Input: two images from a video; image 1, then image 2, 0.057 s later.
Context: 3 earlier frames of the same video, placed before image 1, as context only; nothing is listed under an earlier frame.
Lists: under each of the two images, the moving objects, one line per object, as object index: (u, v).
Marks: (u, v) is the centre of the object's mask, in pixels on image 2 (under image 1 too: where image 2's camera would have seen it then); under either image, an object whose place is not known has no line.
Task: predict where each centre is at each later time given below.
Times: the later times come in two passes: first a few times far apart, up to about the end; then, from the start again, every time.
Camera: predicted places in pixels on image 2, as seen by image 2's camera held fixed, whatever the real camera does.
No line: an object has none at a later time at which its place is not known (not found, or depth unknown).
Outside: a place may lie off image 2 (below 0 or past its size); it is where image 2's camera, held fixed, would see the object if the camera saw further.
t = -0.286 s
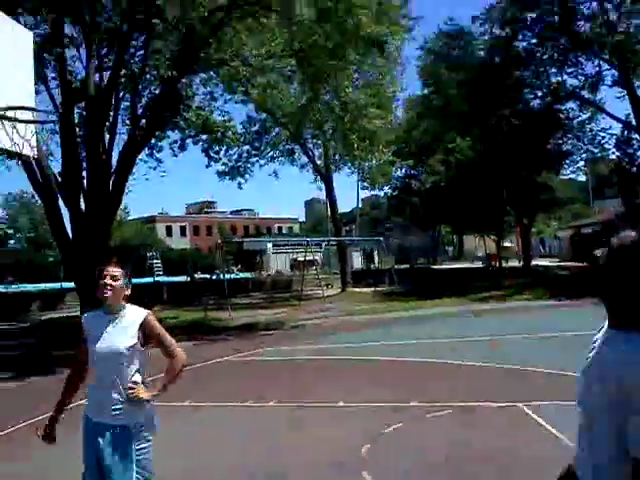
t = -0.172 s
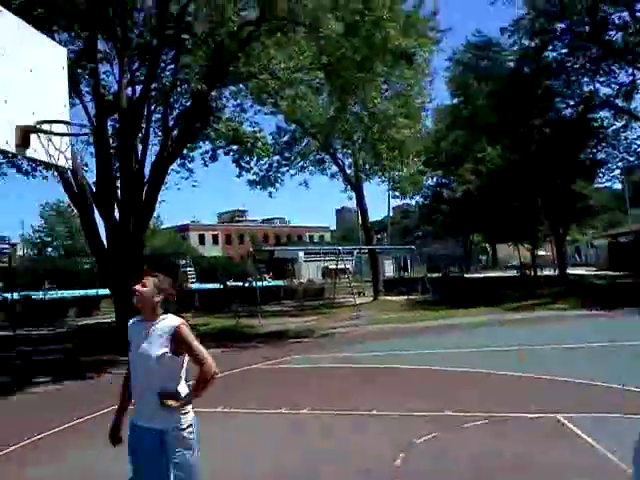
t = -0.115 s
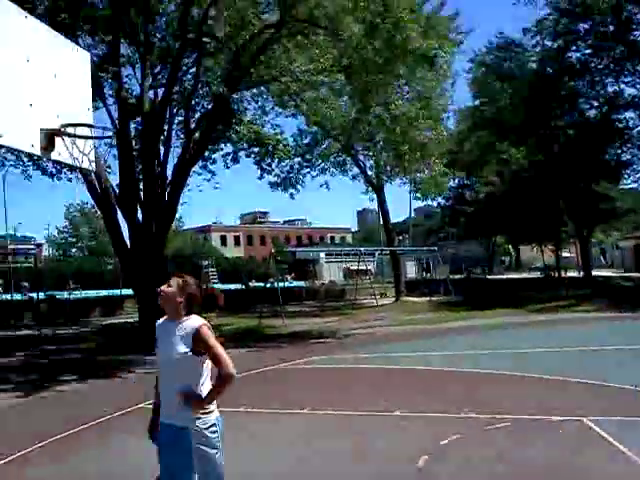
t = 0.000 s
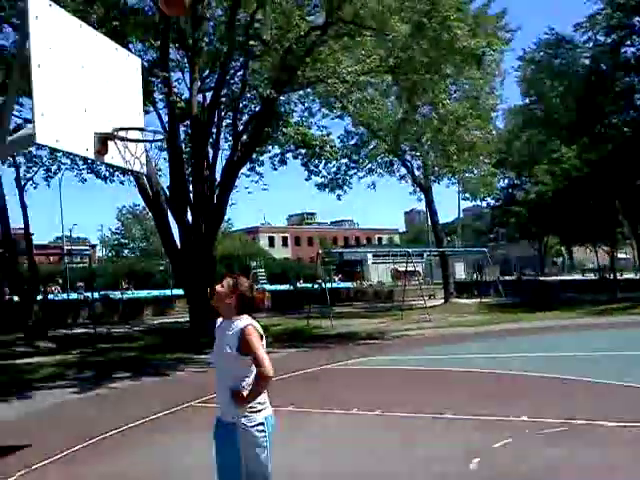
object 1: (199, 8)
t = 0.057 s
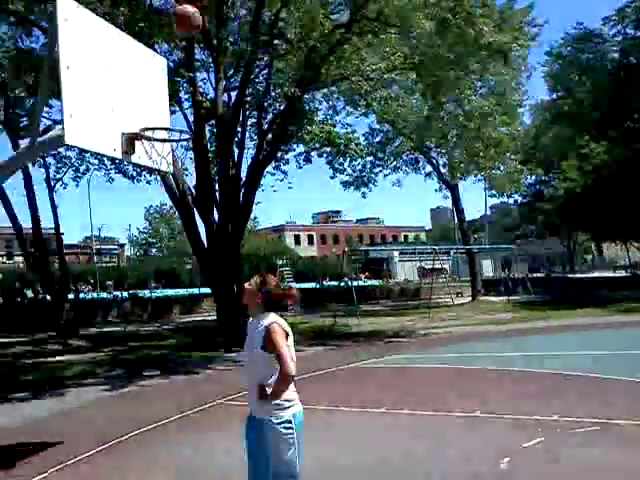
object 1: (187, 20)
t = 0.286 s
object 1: (157, 137)
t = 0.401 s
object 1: (182, 168)
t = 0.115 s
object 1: (178, 45)
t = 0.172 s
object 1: (170, 74)
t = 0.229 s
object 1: (164, 106)
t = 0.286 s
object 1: (157, 137)
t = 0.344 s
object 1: (170, 158)
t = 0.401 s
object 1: (182, 168)
